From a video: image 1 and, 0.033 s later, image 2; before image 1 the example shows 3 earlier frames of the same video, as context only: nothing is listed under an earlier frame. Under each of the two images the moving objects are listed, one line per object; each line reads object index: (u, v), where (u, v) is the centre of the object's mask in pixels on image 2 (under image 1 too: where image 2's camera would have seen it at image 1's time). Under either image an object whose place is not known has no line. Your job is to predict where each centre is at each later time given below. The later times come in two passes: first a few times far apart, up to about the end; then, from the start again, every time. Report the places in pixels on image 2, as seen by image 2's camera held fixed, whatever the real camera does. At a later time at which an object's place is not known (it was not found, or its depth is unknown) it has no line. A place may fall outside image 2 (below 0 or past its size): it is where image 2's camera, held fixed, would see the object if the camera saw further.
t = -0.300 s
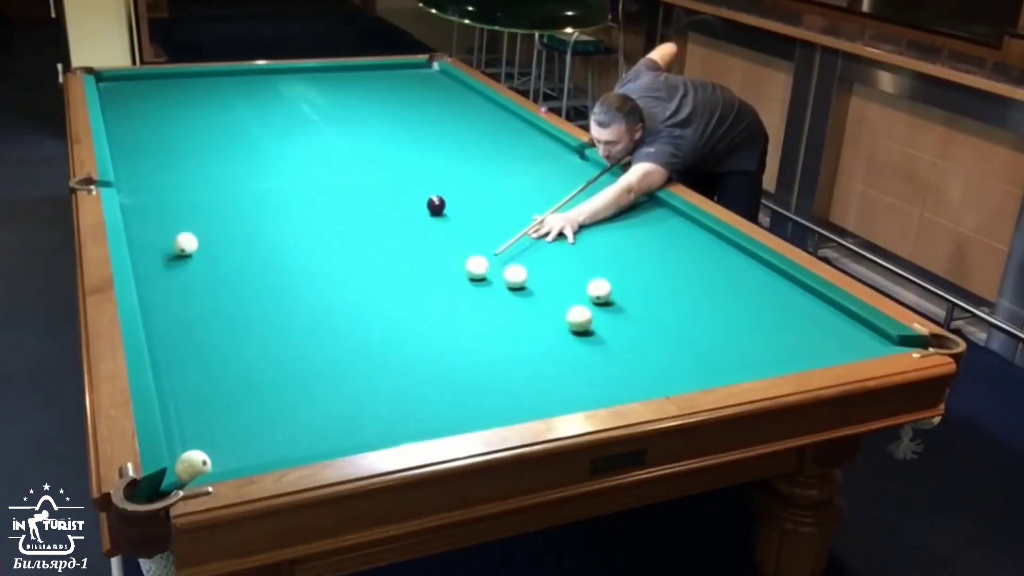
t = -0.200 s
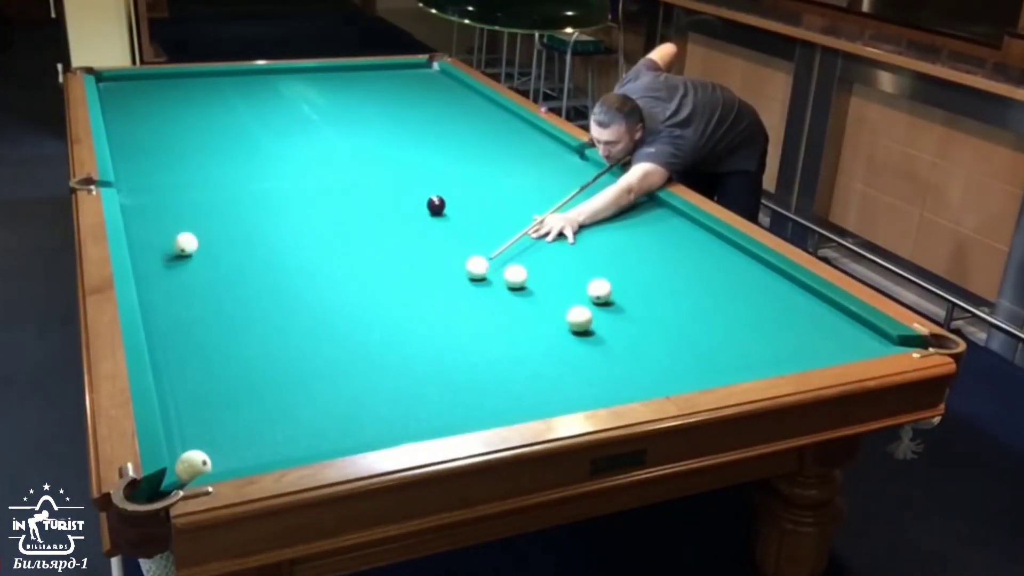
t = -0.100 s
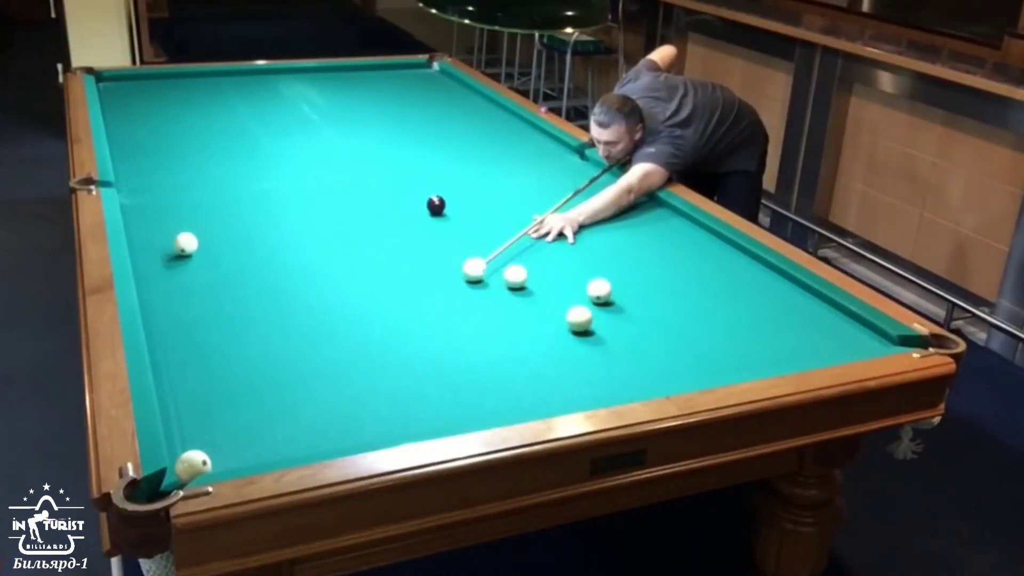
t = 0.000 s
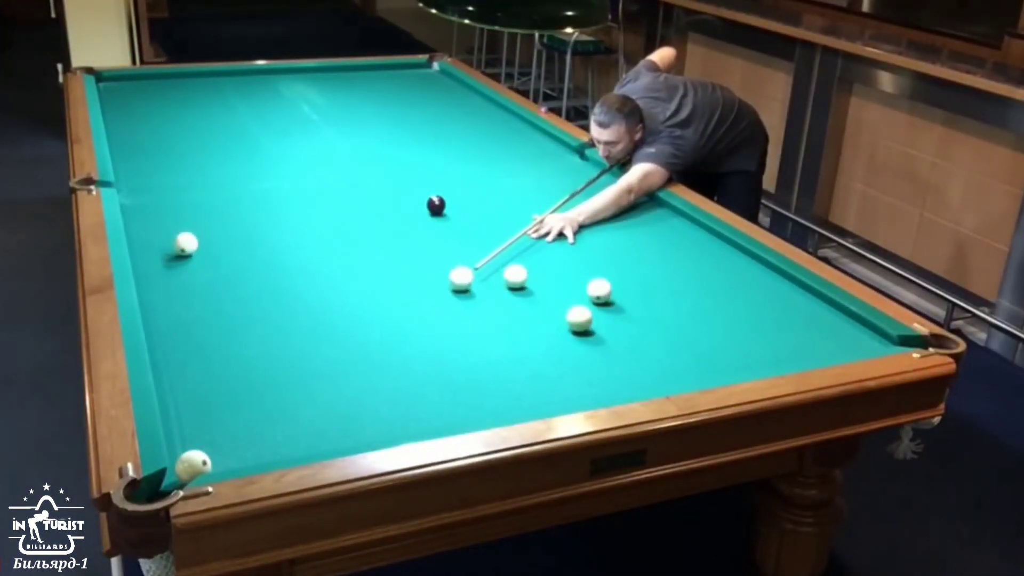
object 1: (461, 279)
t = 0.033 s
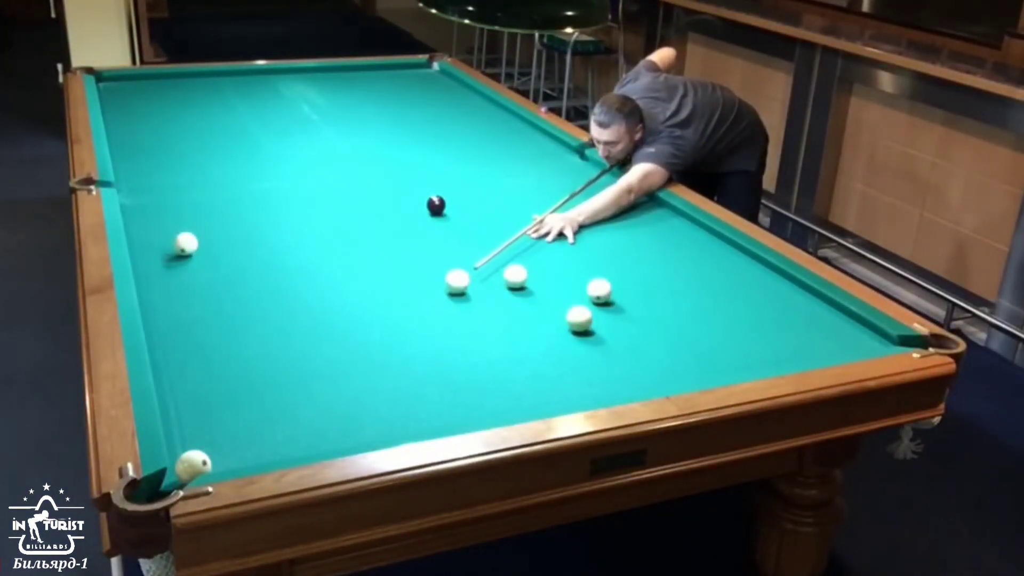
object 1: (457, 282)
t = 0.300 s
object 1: (425, 305)
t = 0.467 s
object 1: (402, 322)
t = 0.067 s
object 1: (454, 285)
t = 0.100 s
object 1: (450, 288)
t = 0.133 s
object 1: (445, 290)
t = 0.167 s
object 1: (441, 294)
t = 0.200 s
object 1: (437, 296)
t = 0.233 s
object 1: (433, 299)
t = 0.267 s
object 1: (429, 302)
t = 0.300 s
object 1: (425, 305)
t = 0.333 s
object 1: (420, 309)
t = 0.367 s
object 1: (416, 311)
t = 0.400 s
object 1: (412, 315)
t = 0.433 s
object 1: (407, 318)
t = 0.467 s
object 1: (402, 322)
